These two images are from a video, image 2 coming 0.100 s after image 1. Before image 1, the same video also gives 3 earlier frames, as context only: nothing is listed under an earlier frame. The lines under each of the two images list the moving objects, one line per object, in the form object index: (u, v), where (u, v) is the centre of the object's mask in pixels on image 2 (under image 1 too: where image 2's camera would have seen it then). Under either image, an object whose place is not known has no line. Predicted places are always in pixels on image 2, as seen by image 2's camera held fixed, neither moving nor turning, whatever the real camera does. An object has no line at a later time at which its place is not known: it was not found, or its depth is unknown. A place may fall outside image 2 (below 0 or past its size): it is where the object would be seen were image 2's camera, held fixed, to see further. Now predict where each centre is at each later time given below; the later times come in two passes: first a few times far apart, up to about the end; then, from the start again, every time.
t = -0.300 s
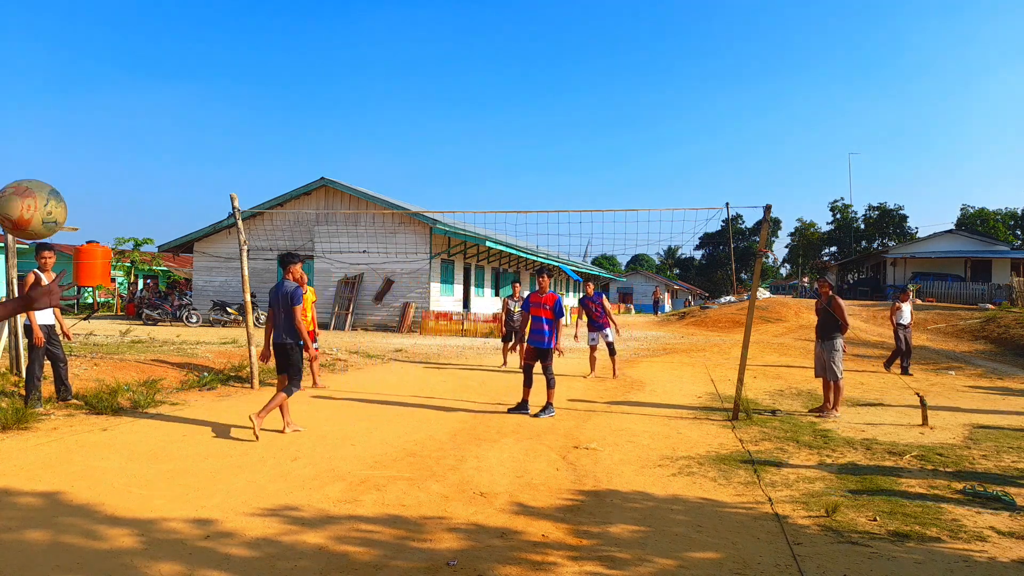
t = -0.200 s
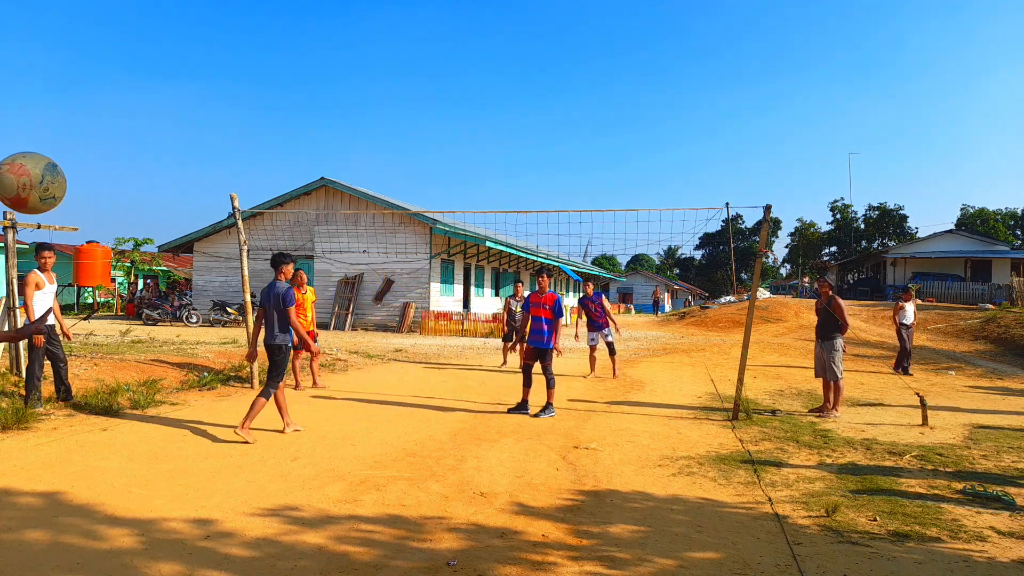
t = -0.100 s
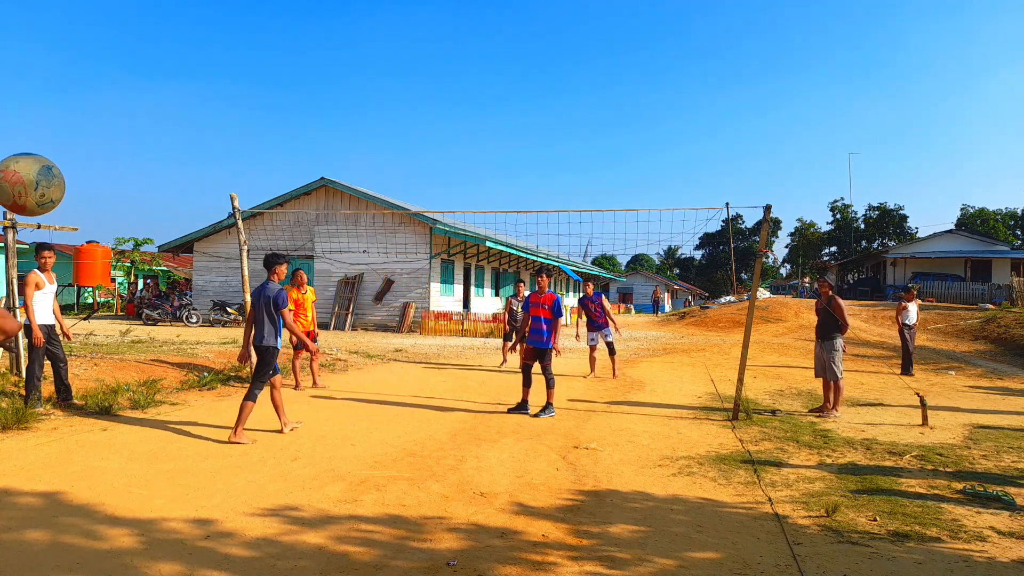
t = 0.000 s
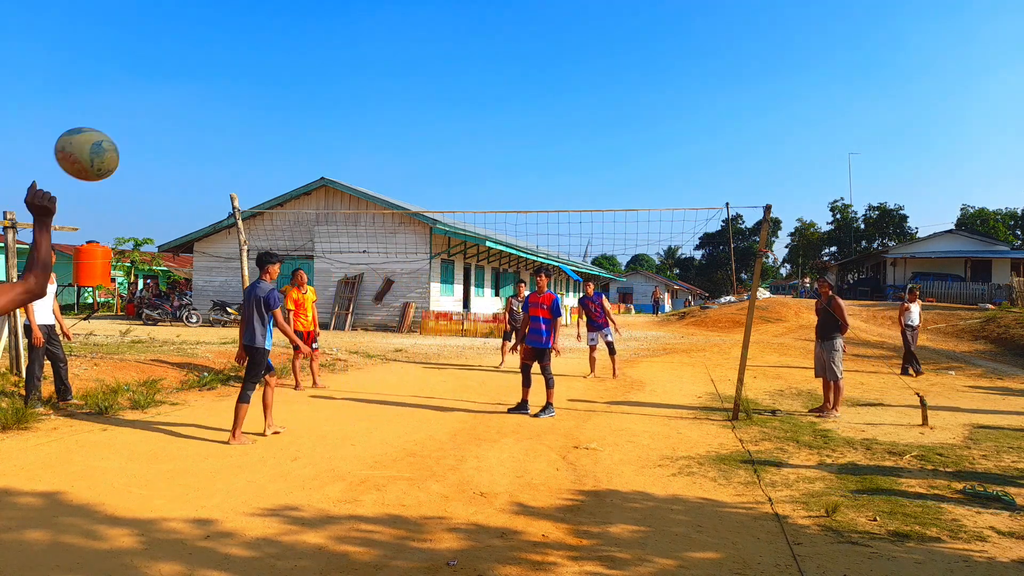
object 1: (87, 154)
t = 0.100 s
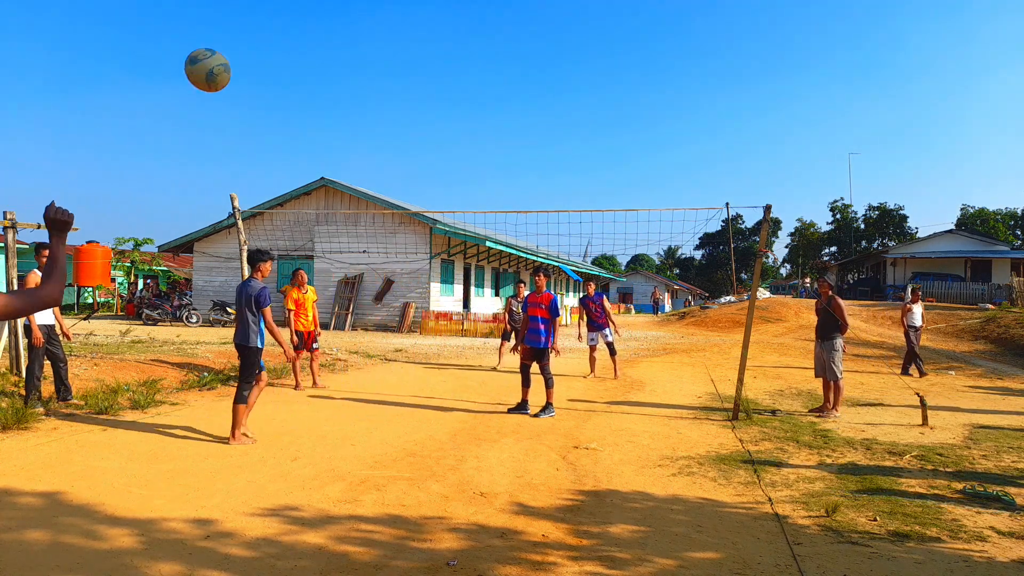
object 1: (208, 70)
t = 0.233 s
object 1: (302, 30)
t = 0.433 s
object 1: (376, 41)
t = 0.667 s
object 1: (426, 92)
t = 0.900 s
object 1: (460, 163)
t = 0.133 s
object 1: (236, 54)
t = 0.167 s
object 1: (261, 42)
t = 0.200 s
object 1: (283, 35)
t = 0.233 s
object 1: (302, 30)
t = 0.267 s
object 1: (318, 28)
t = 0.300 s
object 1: (333, 28)
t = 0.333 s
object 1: (346, 29)
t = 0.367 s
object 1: (357, 32)
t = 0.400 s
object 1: (367, 36)
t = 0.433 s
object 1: (376, 41)
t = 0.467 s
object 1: (385, 47)
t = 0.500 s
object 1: (393, 53)
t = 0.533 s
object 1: (400, 60)
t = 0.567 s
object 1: (407, 68)
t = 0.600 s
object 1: (413, 75)
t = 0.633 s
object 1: (419, 84)
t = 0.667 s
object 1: (426, 92)
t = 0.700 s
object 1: (431, 101)
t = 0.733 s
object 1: (437, 110)
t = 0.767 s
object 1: (442, 120)
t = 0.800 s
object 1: (447, 130)
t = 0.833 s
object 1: (451, 141)
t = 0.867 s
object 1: (456, 152)
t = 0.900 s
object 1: (460, 163)
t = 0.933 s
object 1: (464, 174)
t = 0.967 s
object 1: (468, 185)
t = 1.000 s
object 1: (472, 197)
